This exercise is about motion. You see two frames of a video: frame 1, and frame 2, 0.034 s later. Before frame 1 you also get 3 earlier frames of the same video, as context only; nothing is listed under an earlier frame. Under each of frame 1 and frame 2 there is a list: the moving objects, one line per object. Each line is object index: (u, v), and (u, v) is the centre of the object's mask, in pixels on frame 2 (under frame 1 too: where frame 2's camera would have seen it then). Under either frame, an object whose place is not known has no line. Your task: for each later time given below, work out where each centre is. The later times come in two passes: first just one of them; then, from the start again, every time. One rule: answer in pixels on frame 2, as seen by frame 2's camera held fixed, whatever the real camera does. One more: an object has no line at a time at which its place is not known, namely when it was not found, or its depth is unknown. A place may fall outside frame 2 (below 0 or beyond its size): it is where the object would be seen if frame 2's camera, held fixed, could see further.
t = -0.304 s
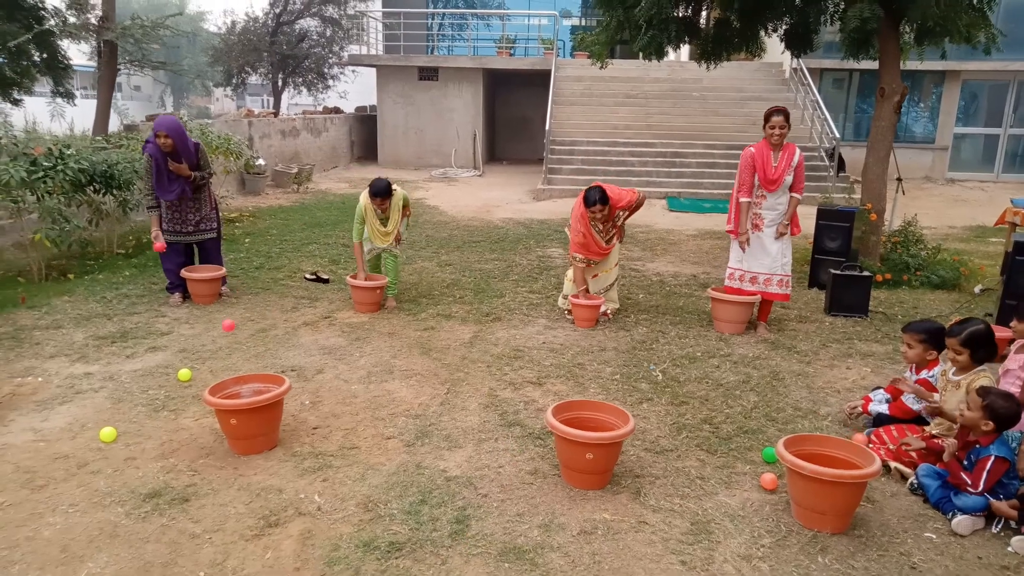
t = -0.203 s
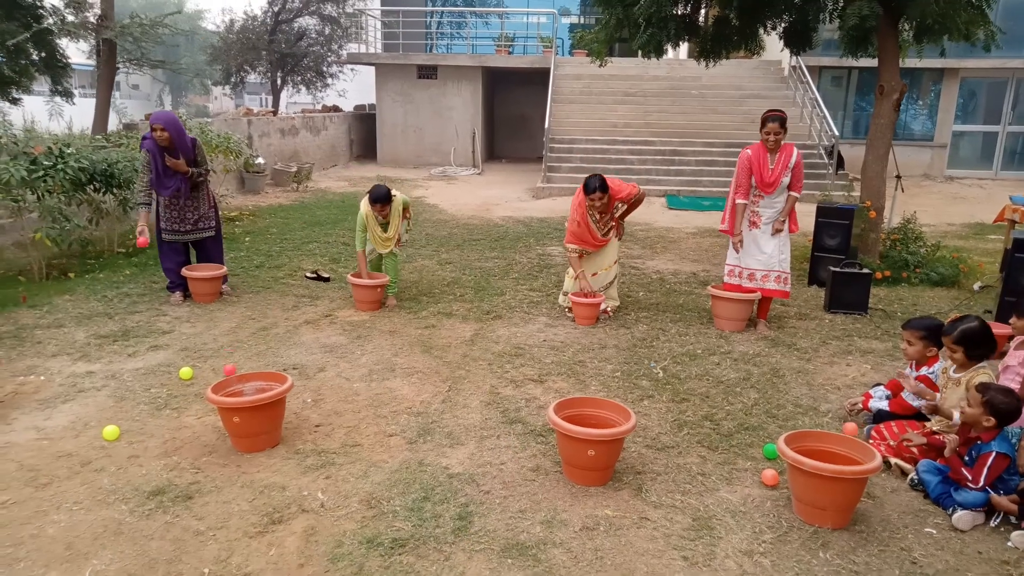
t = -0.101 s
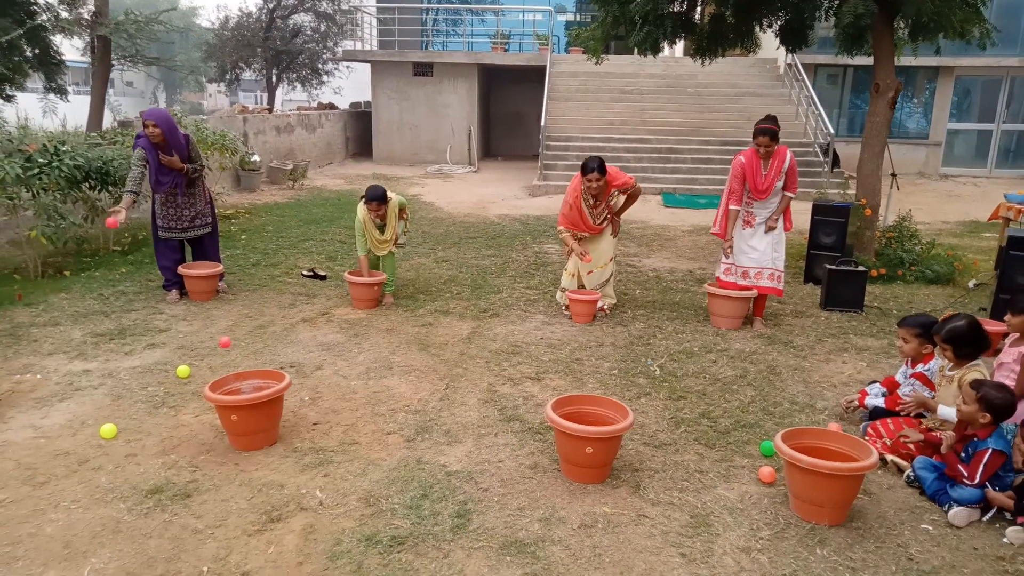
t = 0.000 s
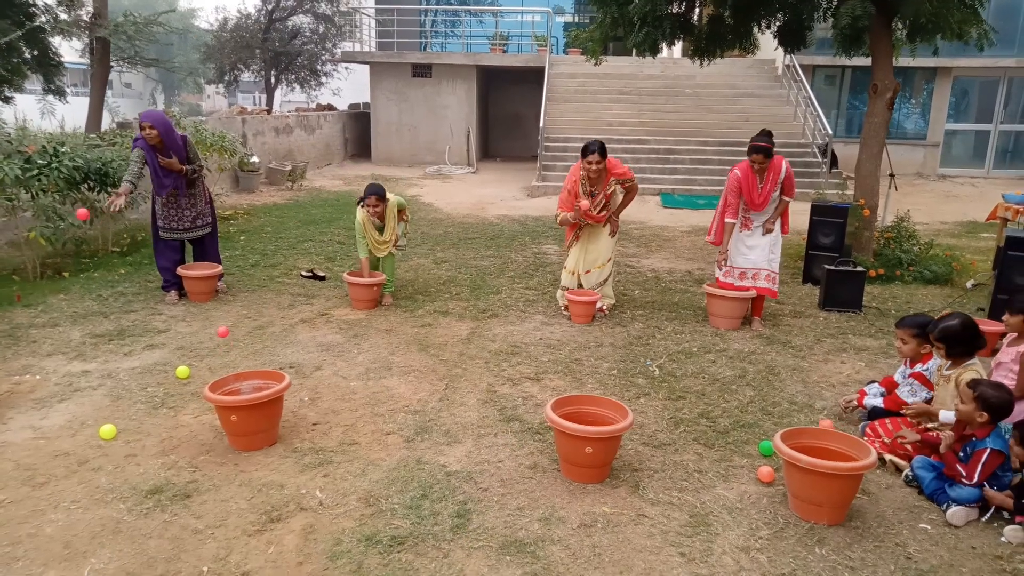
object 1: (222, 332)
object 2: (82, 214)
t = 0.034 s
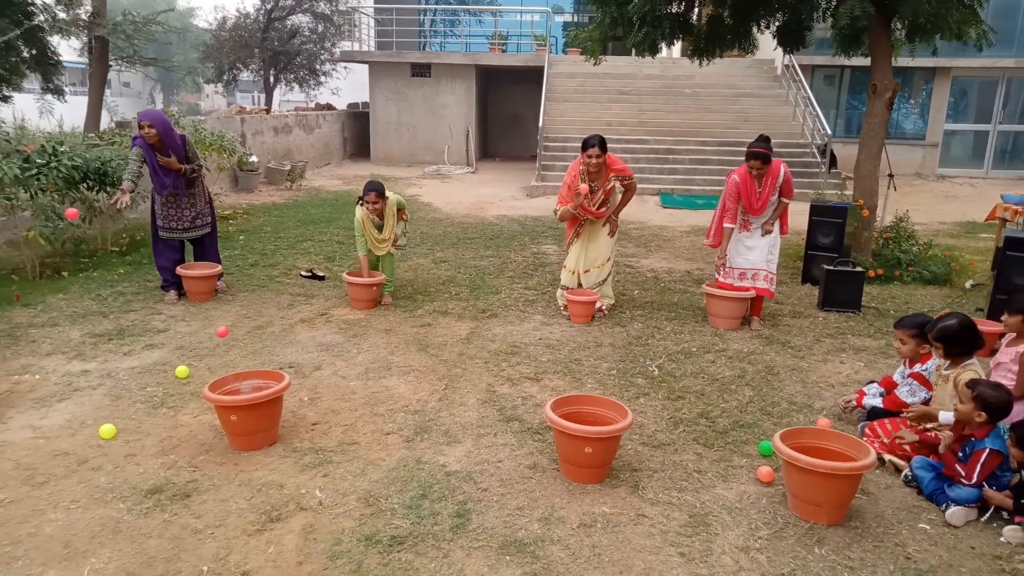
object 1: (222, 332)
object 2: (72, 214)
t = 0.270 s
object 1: (219, 354)
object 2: (6, 278)
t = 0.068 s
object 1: (222, 334)
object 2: (62, 216)
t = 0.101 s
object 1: (222, 338)
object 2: (53, 221)
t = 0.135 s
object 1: (222, 343)
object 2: (44, 228)
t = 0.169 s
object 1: (222, 351)
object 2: (34, 237)
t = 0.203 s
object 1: (222, 361)
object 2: (25, 248)
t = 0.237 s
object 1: (220, 357)
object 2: (15, 262)
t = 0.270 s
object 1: (219, 354)
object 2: (6, 278)
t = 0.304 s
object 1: (218, 353)
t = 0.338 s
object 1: (217, 354)
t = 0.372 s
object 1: (215, 356)
